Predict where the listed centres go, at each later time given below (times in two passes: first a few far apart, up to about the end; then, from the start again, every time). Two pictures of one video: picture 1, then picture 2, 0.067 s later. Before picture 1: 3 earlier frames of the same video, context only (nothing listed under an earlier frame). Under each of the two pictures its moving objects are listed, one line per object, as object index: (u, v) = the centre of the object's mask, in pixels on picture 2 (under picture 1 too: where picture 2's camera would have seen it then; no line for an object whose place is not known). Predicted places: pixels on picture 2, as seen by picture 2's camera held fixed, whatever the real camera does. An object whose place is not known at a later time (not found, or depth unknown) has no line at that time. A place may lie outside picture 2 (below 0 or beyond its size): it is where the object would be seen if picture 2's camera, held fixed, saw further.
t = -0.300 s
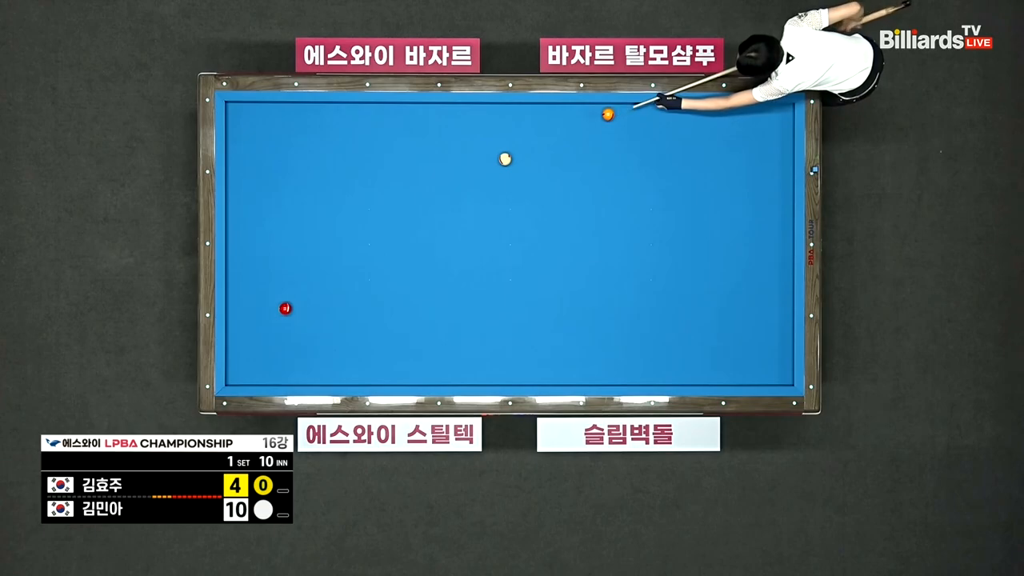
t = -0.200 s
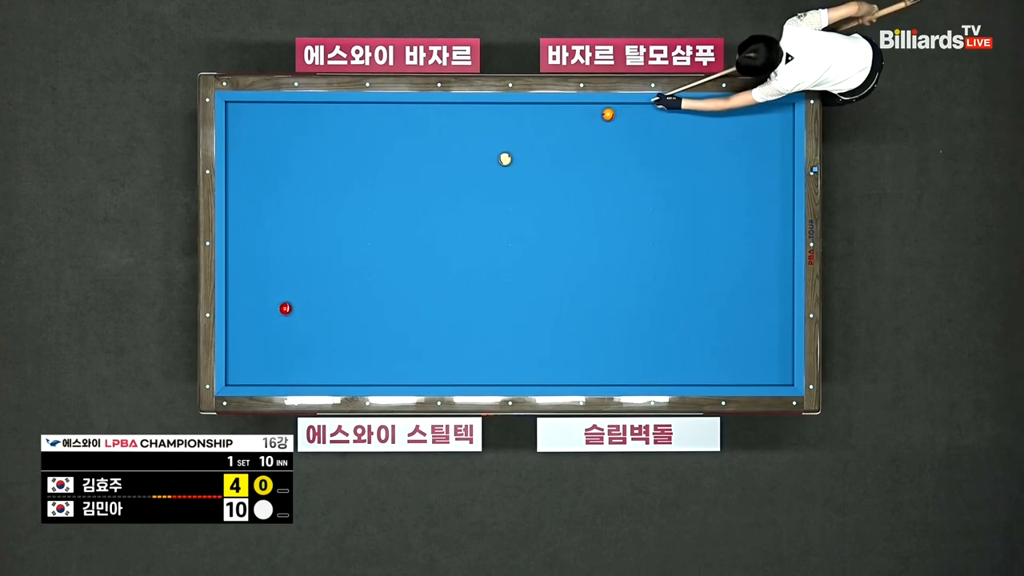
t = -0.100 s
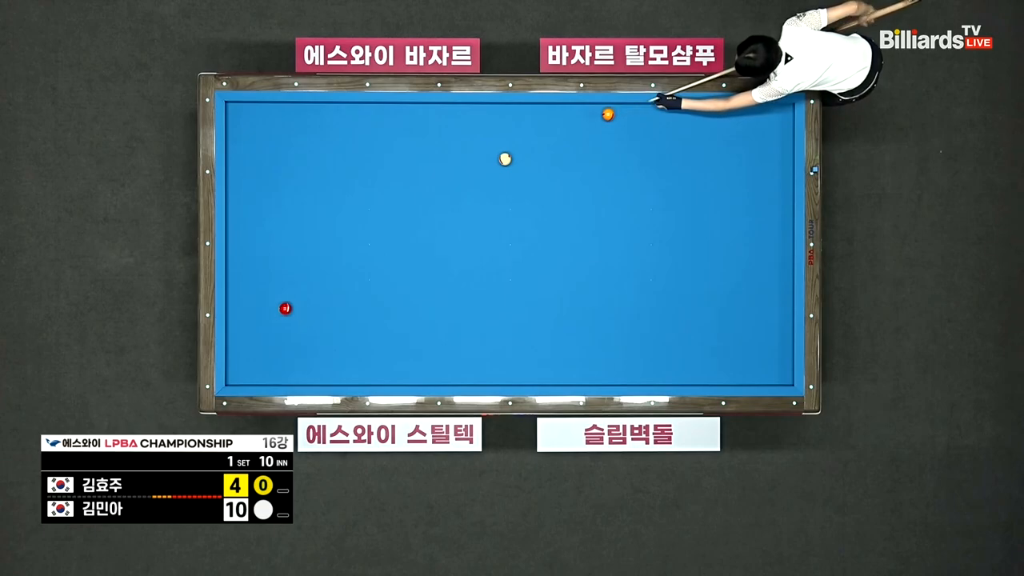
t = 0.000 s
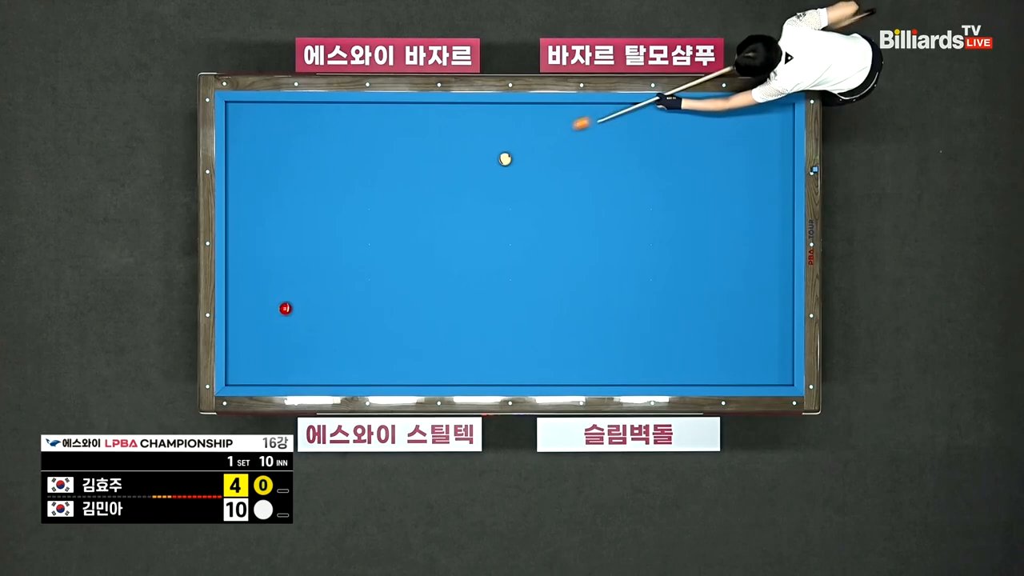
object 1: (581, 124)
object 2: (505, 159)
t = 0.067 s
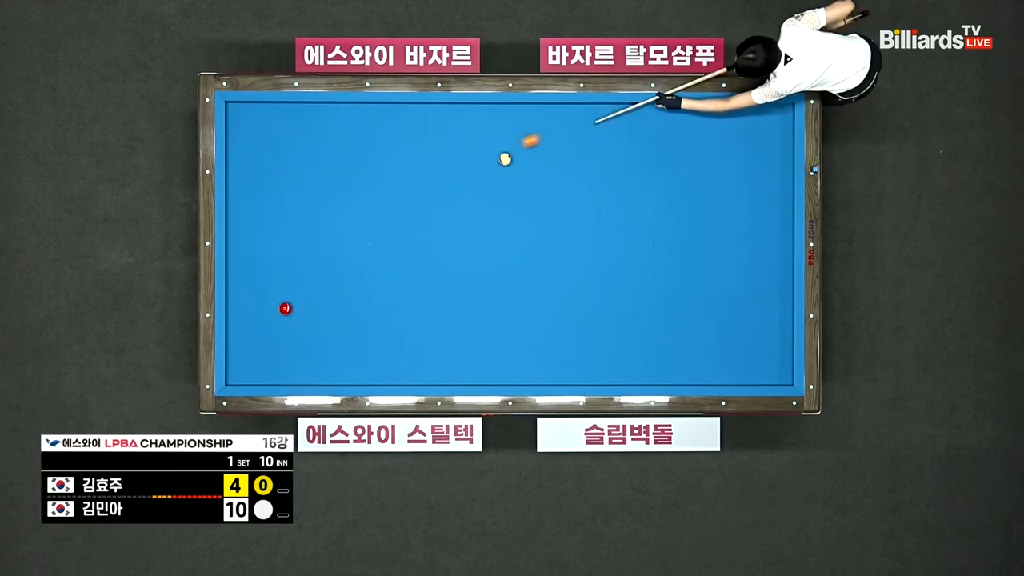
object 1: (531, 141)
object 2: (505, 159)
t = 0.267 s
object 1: (421, 116)
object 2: (469, 235)
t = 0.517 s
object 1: (304, 128)
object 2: (425, 329)
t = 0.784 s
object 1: (268, 164)
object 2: (389, 354)
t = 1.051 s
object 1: (354, 216)
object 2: (360, 301)
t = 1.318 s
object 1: (418, 266)
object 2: (332, 254)
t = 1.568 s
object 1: (475, 311)
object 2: (306, 211)
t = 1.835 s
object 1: (535, 358)
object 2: (278, 166)
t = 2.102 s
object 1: (593, 362)
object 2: (251, 121)
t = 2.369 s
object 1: (651, 336)
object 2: (233, 127)
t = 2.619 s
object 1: (705, 311)
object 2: (238, 144)
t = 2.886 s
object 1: (760, 285)
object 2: (245, 162)
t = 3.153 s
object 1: (767, 255)
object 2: (252, 179)
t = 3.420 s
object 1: (736, 222)
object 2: (259, 195)
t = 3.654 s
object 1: (710, 193)
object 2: (265, 208)
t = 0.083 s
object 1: (518, 145)
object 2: (505, 159)
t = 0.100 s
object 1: (507, 147)
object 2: (504, 162)
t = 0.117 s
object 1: (498, 144)
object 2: (500, 169)
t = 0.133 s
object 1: (489, 140)
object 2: (496, 177)
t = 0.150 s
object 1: (480, 137)
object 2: (493, 185)
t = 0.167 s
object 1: (472, 134)
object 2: (489, 192)
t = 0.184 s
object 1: (463, 131)
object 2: (486, 199)
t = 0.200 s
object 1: (455, 128)
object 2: (482, 207)
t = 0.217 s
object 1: (446, 125)
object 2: (479, 214)
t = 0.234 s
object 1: (438, 122)
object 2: (475, 222)
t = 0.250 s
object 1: (430, 119)
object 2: (473, 228)
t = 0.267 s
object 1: (421, 116)
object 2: (469, 235)
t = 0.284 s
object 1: (413, 114)
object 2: (466, 242)
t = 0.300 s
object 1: (405, 111)
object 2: (462, 249)
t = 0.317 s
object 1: (397, 109)
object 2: (459, 256)
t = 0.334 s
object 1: (389, 109)
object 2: (456, 263)
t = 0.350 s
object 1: (381, 111)
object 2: (453, 269)
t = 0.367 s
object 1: (373, 113)
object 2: (450, 275)
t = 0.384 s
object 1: (365, 115)
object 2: (447, 282)
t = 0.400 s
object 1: (357, 116)
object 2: (444, 288)
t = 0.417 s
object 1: (350, 118)
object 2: (442, 294)
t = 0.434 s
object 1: (342, 120)
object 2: (439, 300)
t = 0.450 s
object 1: (334, 121)
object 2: (436, 306)
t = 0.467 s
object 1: (327, 123)
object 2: (433, 312)
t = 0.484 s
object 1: (319, 125)
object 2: (430, 318)
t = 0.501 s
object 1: (312, 126)
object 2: (428, 323)
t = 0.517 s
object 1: (304, 128)
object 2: (425, 329)
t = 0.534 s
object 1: (297, 129)
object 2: (422, 335)
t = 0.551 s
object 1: (289, 131)
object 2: (420, 340)
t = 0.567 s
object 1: (282, 133)
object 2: (417, 345)
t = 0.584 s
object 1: (274, 134)
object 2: (415, 351)
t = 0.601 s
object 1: (267, 136)
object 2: (412, 357)
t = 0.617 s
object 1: (259, 138)
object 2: (409, 361)
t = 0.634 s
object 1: (252, 139)
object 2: (407, 367)
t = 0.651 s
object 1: (244, 141)
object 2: (404, 372)
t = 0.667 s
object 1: (237, 142)
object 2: (402, 378)
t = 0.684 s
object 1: (231, 144)
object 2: (400, 380)
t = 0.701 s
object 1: (236, 147)
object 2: (398, 376)
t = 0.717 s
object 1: (243, 151)
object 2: (396, 371)
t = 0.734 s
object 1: (249, 154)
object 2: (394, 367)
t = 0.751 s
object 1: (256, 158)
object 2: (392, 363)
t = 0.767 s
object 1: (262, 161)
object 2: (390, 358)
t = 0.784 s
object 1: (268, 164)
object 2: (389, 354)
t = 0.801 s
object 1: (274, 168)
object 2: (387, 350)
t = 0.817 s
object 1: (280, 171)
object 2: (385, 346)
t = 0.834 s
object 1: (286, 175)
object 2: (383, 342)
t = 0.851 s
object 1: (291, 178)
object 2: (382, 339)
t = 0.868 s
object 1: (297, 181)
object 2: (380, 335)
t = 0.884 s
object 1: (303, 184)
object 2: (378, 332)
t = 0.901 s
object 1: (309, 188)
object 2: (376, 328)
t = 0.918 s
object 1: (314, 191)
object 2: (375, 325)
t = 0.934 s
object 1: (319, 194)
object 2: (373, 321)
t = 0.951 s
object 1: (324, 197)
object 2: (371, 318)
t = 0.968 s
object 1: (329, 200)
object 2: (369, 315)
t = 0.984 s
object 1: (334, 204)
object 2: (367, 312)
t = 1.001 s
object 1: (339, 207)
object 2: (366, 309)
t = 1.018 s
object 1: (344, 210)
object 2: (364, 306)
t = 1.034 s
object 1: (349, 213)
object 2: (362, 303)
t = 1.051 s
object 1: (354, 216)
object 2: (360, 301)
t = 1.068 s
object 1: (358, 220)
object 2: (358, 297)
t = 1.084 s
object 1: (362, 223)
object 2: (357, 295)
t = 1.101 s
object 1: (367, 226)
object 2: (355, 292)
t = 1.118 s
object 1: (371, 229)
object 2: (353, 288)
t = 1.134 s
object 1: (376, 232)
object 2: (351, 286)
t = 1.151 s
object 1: (379, 235)
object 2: (349, 283)
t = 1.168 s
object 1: (384, 238)
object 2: (348, 280)
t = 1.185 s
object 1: (388, 242)
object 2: (346, 277)
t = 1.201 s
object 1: (392, 245)
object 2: (344, 274)
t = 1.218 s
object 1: (396, 248)
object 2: (343, 271)
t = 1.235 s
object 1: (400, 251)
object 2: (341, 268)
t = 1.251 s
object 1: (403, 253)
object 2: (339, 265)
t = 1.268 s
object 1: (407, 257)
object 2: (337, 263)
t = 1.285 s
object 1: (411, 260)
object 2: (336, 260)
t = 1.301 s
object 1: (414, 263)
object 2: (334, 257)
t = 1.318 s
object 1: (418, 266)
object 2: (332, 254)
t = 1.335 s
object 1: (422, 269)
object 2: (330, 251)
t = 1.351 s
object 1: (426, 272)
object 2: (329, 248)
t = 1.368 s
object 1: (429, 275)
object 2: (327, 245)
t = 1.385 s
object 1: (433, 278)
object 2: (325, 242)
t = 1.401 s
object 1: (437, 281)
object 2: (323, 239)
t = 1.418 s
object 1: (442, 284)
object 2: (321, 237)
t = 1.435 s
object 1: (445, 287)
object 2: (320, 234)
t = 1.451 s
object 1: (449, 290)
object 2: (318, 231)
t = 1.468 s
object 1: (452, 293)
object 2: (316, 228)
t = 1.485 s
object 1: (456, 296)
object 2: (315, 226)
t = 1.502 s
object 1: (460, 299)
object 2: (313, 223)
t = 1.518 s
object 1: (464, 302)
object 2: (311, 220)
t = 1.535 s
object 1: (468, 305)
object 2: (309, 217)
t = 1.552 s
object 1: (471, 308)
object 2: (308, 214)
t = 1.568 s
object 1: (475, 311)
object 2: (306, 211)
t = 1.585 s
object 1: (479, 314)
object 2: (304, 208)
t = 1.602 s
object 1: (483, 317)
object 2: (302, 205)
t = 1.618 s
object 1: (486, 320)
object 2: (301, 202)
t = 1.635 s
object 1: (490, 323)
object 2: (299, 200)
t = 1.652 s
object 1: (494, 325)
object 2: (298, 197)
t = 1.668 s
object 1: (497, 329)
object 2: (296, 194)
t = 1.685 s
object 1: (501, 332)
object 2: (294, 191)
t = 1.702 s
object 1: (505, 335)
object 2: (292, 188)
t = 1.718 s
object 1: (509, 338)
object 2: (290, 186)
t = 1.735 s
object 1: (512, 341)
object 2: (289, 183)
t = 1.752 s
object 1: (516, 343)
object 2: (287, 180)
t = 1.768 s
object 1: (520, 346)
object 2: (285, 177)
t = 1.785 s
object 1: (524, 350)
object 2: (283, 174)
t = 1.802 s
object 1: (527, 352)
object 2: (282, 171)
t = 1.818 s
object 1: (531, 355)
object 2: (280, 169)
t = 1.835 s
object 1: (535, 358)
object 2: (278, 166)
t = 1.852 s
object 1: (538, 361)
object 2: (277, 163)
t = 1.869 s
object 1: (542, 364)
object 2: (275, 160)
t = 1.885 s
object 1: (546, 367)
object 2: (273, 158)
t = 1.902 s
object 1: (549, 370)
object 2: (271, 155)
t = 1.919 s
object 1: (553, 373)
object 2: (270, 152)
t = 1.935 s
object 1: (557, 376)
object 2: (268, 149)
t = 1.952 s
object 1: (560, 379)
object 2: (266, 146)
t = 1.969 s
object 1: (564, 380)
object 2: (265, 144)
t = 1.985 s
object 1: (568, 378)
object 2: (263, 141)
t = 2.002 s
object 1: (571, 375)
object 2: (261, 138)
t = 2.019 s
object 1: (575, 373)
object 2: (260, 135)
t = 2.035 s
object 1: (579, 371)
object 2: (258, 132)
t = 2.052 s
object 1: (582, 369)
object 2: (256, 129)
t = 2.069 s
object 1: (586, 366)
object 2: (255, 127)
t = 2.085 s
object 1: (590, 364)
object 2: (253, 124)
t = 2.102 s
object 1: (593, 362)
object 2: (251, 121)
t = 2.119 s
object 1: (597, 361)
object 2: (249, 118)
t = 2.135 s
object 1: (600, 359)
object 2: (248, 116)
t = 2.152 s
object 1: (604, 357)
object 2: (246, 113)
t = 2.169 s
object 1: (608, 356)
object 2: (244, 110)
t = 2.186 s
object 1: (612, 354)
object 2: (242, 108)
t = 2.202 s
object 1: (615, 352)
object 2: (241, 108)
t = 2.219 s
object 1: (619, 351)
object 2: (240, 110)
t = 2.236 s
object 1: (622, 349)
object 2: (240, 113)
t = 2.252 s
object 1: (626, 347)
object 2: (239, 115)
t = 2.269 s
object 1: (630, 346)
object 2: (238, 117)
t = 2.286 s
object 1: (633, 344)
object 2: (237, 118)
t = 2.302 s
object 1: (637, 343)
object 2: (237, 120)
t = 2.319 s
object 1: (640, 341)
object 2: (235, 122)
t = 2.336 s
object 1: (644, 339)
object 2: (234, 124)
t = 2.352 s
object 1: (648, 337)
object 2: (234, 125)
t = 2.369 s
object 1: (651, 336)
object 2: (233, 127)
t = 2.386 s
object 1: (655, 334)
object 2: (232, 128)
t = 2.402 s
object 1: (658, 332)
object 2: (231, 130)
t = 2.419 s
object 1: (662, 331)
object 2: (232, 131)
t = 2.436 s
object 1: (666, 329)
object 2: (232, 132)
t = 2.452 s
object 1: (669, 328)
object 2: (233, 133)
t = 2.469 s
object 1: (673, 326)
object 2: (233, 134)
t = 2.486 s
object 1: (676, 324)
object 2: (234, 135)
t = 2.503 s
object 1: (680, 323)
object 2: (234, 137)
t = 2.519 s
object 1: (683, 321)
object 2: (235, 138)
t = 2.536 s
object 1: (687, 319)
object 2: (235, 139)
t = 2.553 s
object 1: (690, 318)
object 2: (236, 140)
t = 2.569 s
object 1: (693, 316)
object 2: (237, 141)
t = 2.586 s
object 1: (697, 315)
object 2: (237, 142)
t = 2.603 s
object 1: (701, 313)
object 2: (237, 143)
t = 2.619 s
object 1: (705, 311)
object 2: (238, 144)
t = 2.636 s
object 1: (708, 310)
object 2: (238, 146)
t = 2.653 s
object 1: (711, 308)
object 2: (239, 147)
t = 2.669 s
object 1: (715, 306)
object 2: (239, 148)
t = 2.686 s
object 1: (718, 305)
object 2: (240, 149)
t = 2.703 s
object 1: (722, 303)
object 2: (240, 150)
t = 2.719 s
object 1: (725, 301)
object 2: (241, 151)
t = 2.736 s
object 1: (729, 300)
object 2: (241, 152)
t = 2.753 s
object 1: (732, 298)
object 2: (242, 153)
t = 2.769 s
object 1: (736, 297)
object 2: (242, 154)
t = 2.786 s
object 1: (739, 295)
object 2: (243, 155)
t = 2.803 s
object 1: (743, 293)
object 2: (243, 156)
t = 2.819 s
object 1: (746, 292)
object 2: (243, 157)
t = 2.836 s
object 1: (750, 290)
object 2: (244, 159)
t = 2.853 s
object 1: (753, 289)
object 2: (244, 160)
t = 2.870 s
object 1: (757, 287)
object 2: (245, 161)
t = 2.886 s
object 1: (760, 285)
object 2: (245, 162)
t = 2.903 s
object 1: (764, 284)
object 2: (246, 163)
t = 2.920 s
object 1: (767, 282)
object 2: (246, 164)
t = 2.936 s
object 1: (771, 280)
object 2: (246, 165)
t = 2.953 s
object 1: (774, 279)
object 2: (247, 166)
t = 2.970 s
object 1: (777, 277)
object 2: (248, 167)
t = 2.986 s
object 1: (781, 276)
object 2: (248, 168)
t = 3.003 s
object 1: (785, 274)
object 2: (248, 169)
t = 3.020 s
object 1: (787, 272)
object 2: (249, 170)
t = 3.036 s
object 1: (786, 270)
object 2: (249, 171)
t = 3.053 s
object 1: (783, 268)
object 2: (250, 173)
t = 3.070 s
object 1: (780, 266)
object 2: (250, 173)
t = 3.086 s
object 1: (777, 264)
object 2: (251, 175)
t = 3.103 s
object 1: (775, 261)
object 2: (251, 176)
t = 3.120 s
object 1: (772, 259)
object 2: (251, 177)
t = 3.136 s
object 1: (770, 257)
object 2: (252, 178)
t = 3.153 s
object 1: (767, 255)
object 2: (252, 179)
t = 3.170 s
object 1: (765, 253)
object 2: (253, 180)
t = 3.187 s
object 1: (763, 250)
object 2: (253, 181)
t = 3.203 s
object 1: (761, 248)
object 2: (254, 182)
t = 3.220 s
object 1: (759, 246)
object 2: (254, 183)
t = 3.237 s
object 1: (757, 244)
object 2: (255, 184)
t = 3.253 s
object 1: (755, 242)
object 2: (255, 185)
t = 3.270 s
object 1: (753, 240)
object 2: (256, 186)
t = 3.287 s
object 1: (751, 238)
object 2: (256, 187)
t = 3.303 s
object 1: (749, 236)
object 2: (257, 188)
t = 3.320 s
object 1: (747, 234)
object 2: (257, 189)
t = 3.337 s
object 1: (745, 232)
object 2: (257, 190)
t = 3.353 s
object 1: (743, 230)
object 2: (258, 191)
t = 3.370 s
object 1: (742, 228)
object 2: (258, 192)
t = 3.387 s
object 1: (740, 226)
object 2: (259, 193)
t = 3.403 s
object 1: (738, 223)
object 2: (259, 194)
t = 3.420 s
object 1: (736, 222)
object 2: (259, 195)
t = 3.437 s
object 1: (734, 219)
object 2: (260, 196)
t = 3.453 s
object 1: (732, 218)
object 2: (261, 197)
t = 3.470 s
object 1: (730, 215)
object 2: (261, 197)
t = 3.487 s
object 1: (728, 214)
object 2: (261, 199)
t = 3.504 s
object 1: (727, 211)
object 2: (262, 200)
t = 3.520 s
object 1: (725, 209)
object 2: (262, 201)
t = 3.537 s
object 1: (723, 207)
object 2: (262, 201)
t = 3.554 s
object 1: (721, 205)
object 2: (263, 202)
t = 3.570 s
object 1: (719, 203)
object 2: (264, 204)
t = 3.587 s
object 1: (717, 201)
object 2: (264, 204)
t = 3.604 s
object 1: (716, 199)
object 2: (264, 205)
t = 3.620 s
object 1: (713, 197)
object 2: (265, 206)
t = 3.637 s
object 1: (712, 195)
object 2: (265, 207)
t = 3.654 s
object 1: (710, 193)
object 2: (265, 208)
